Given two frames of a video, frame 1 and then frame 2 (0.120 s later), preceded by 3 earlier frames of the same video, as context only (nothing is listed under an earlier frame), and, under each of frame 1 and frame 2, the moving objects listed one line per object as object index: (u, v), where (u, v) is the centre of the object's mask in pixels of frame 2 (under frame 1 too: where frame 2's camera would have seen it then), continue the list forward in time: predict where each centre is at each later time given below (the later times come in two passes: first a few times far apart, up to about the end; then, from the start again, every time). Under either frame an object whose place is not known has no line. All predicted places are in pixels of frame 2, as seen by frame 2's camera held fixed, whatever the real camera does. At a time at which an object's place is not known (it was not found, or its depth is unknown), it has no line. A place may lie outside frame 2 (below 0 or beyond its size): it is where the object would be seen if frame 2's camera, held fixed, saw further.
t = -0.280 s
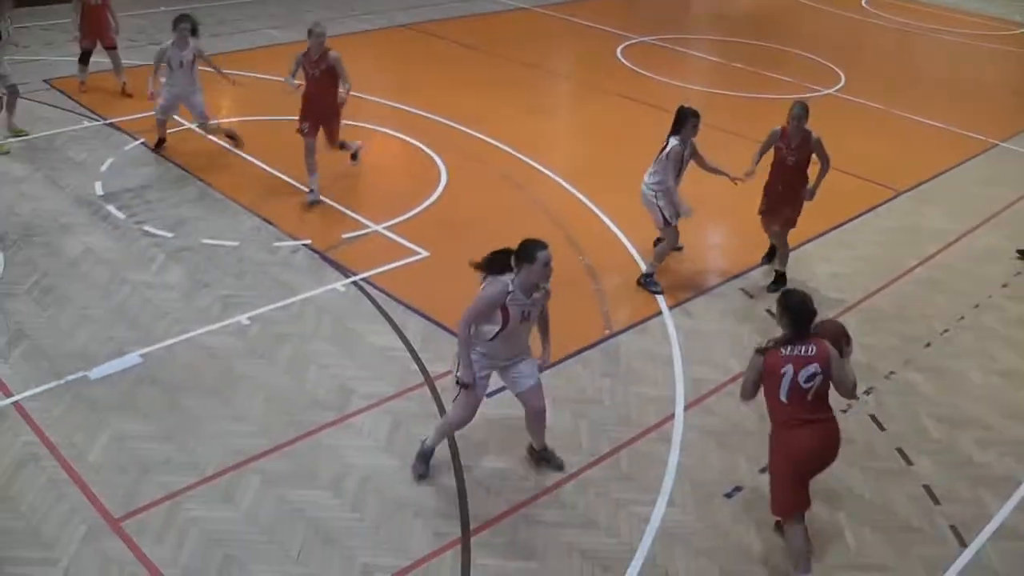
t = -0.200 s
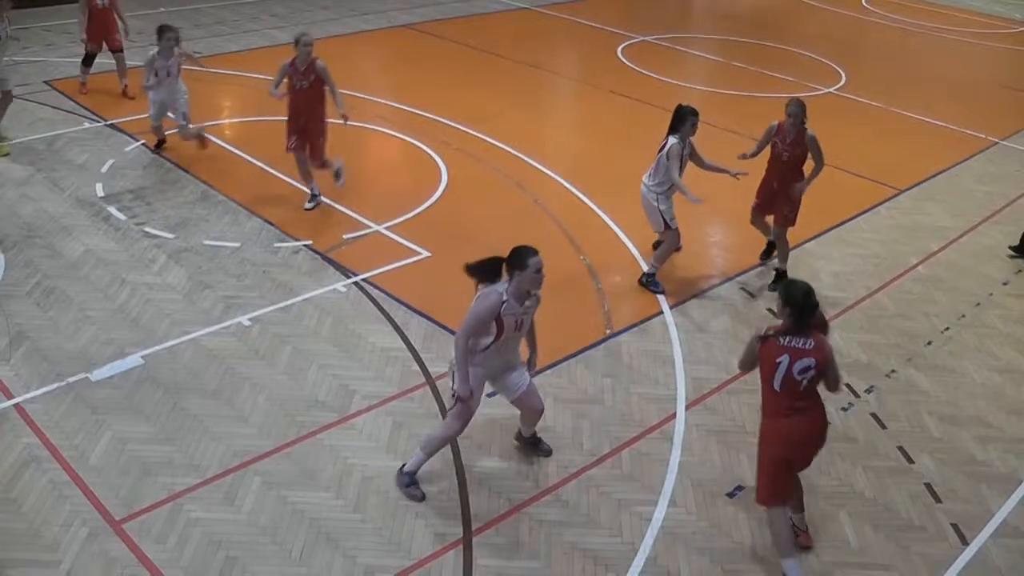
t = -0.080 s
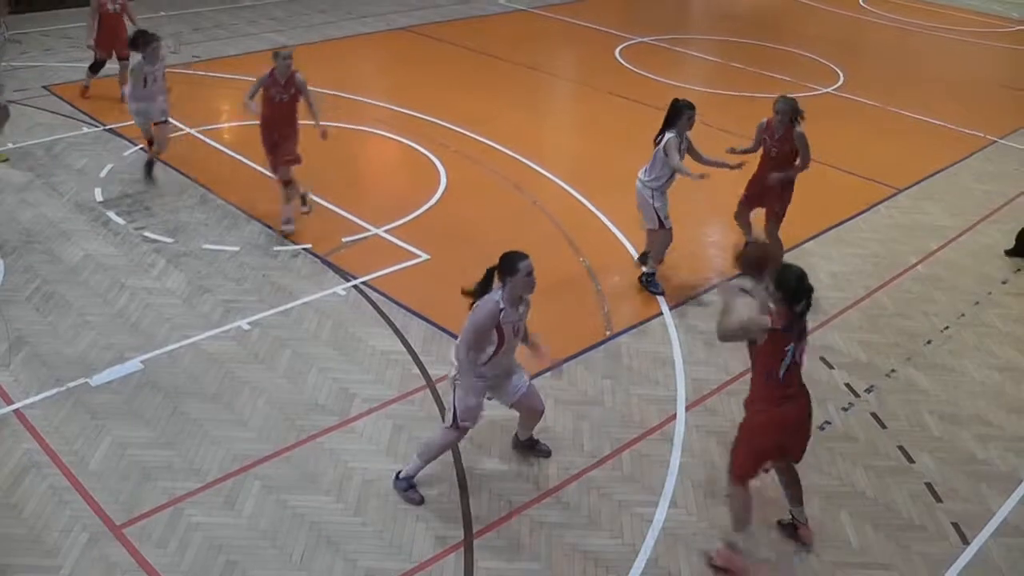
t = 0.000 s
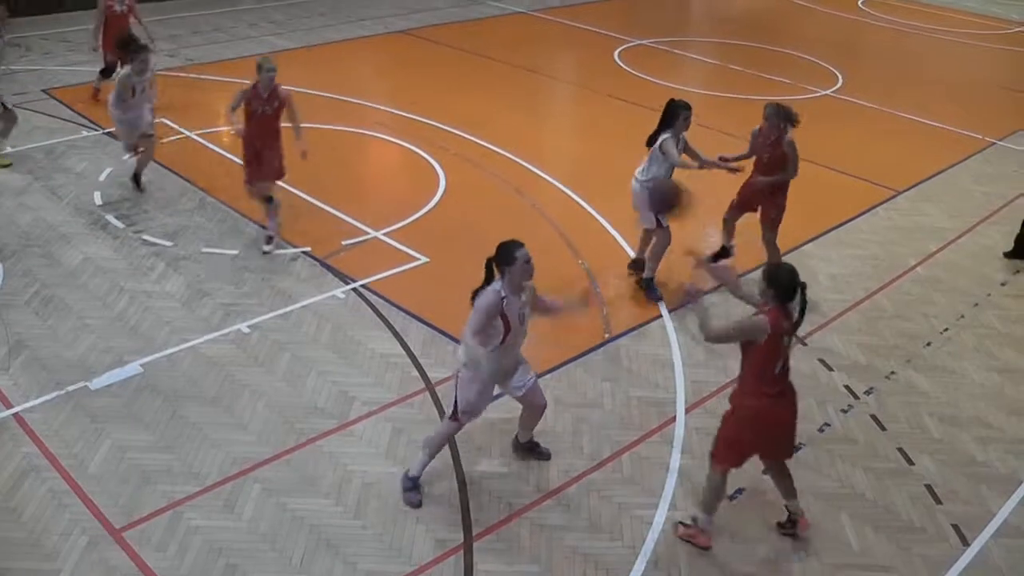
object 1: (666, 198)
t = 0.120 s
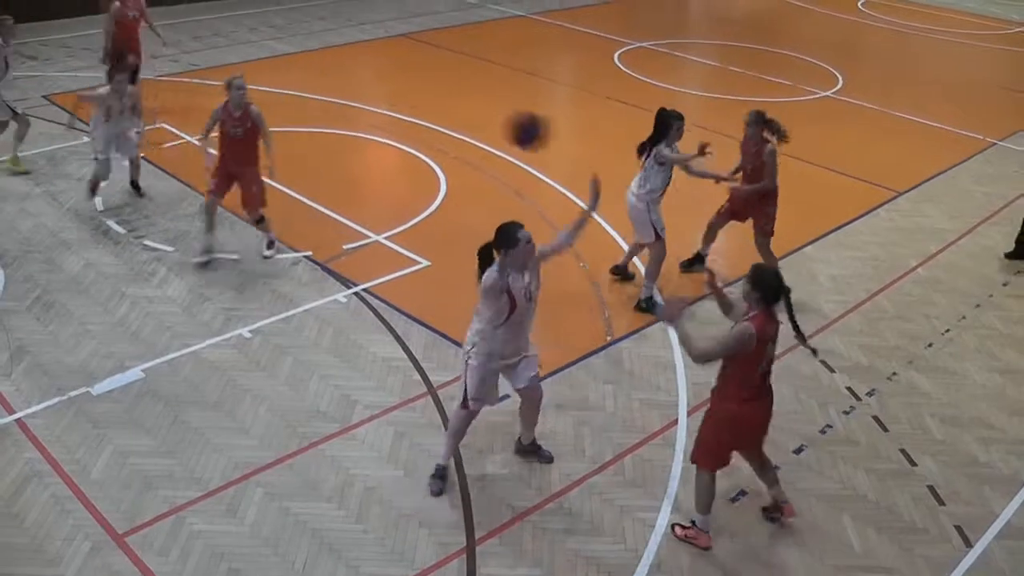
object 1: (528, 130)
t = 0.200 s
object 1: (440, 100)
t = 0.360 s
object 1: (288, 77)
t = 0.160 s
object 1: (483, 113)
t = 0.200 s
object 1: (440, 100)
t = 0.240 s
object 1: (399, 90)
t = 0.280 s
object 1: (361, 82)
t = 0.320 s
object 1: (324, 79)
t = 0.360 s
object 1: (288, 77)
